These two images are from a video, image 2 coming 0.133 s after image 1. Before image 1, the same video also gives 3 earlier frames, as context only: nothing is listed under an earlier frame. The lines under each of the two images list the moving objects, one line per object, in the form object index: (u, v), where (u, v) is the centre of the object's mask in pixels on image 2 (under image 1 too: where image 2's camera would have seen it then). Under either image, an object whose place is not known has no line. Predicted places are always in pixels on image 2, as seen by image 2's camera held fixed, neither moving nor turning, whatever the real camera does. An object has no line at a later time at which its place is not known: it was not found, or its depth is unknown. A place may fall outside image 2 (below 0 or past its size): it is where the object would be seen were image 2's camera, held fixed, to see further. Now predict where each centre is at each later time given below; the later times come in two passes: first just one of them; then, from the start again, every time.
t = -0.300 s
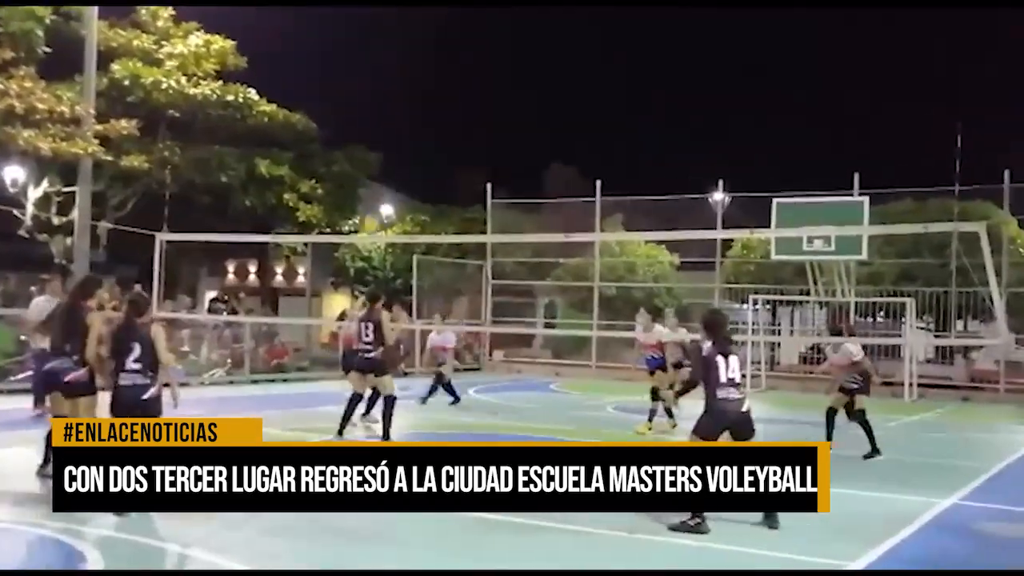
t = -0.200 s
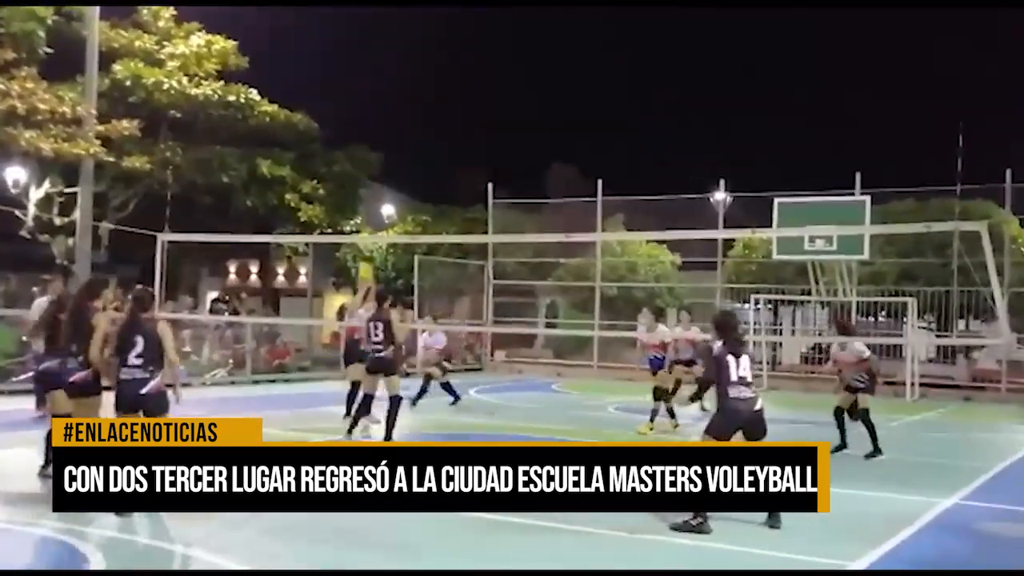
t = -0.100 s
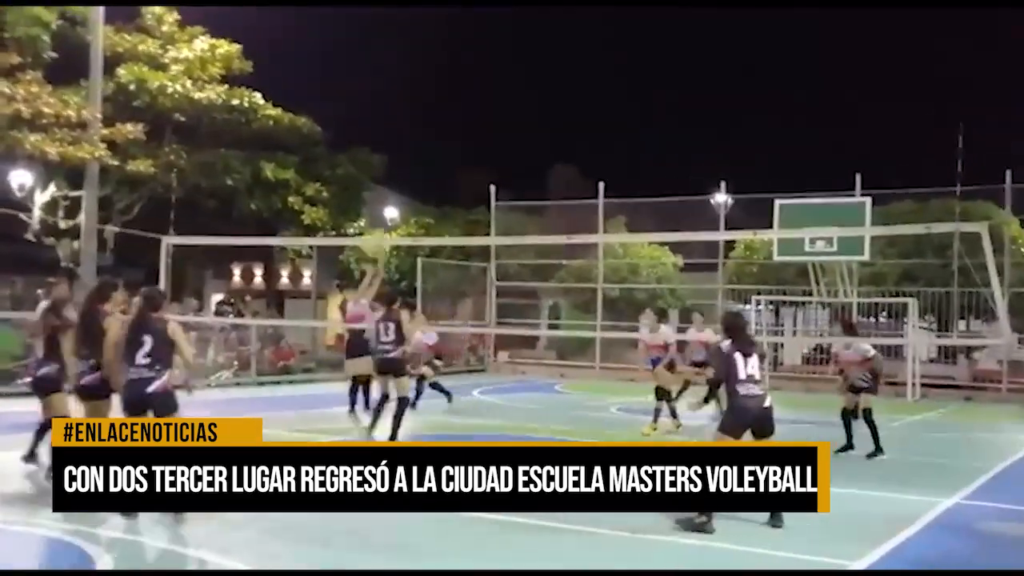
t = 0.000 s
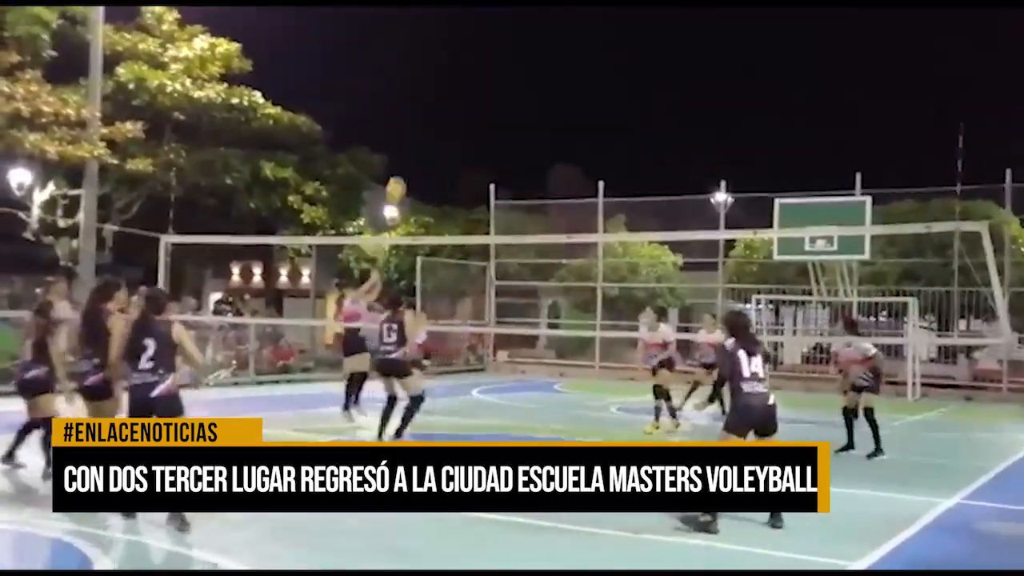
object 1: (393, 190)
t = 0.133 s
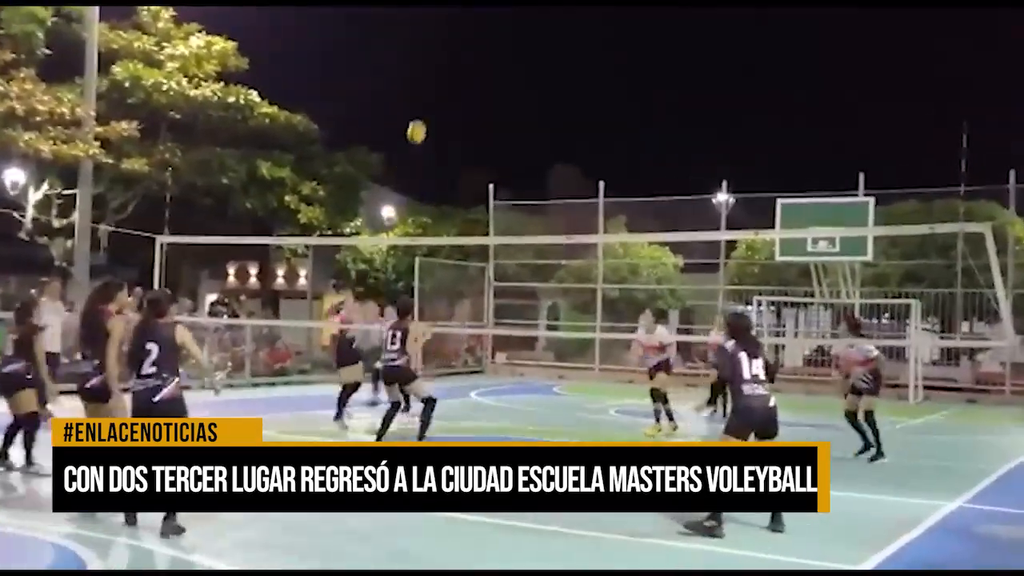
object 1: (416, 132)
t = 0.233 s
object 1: (434, 97)
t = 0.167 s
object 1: (422, 119)
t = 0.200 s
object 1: (428, 107)
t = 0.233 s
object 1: (434, 97)
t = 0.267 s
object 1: (440, 88)
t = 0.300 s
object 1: (446, 79)
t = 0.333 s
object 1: (452, 70)
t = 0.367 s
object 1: (458, 63)
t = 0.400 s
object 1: (463, 57)
